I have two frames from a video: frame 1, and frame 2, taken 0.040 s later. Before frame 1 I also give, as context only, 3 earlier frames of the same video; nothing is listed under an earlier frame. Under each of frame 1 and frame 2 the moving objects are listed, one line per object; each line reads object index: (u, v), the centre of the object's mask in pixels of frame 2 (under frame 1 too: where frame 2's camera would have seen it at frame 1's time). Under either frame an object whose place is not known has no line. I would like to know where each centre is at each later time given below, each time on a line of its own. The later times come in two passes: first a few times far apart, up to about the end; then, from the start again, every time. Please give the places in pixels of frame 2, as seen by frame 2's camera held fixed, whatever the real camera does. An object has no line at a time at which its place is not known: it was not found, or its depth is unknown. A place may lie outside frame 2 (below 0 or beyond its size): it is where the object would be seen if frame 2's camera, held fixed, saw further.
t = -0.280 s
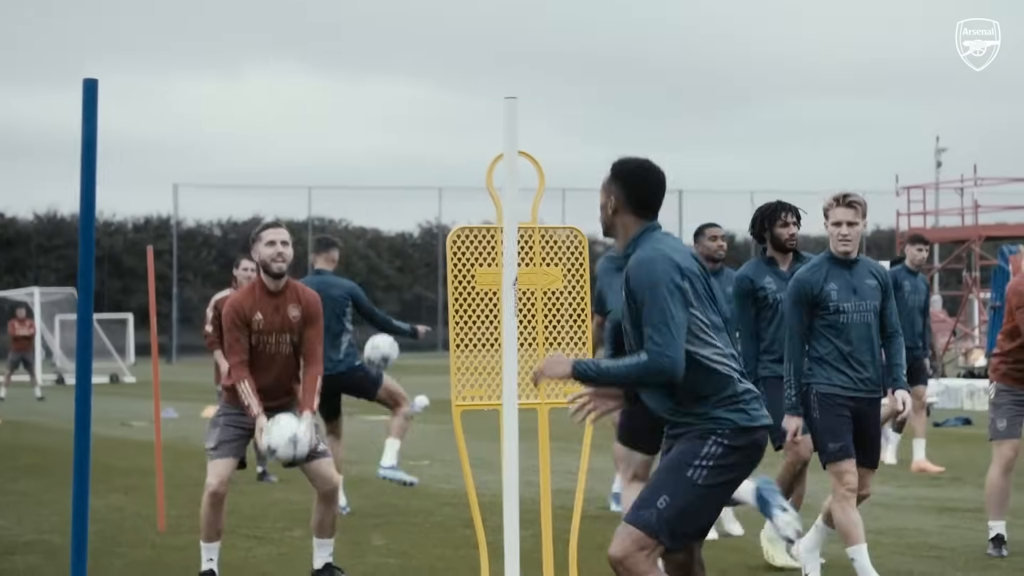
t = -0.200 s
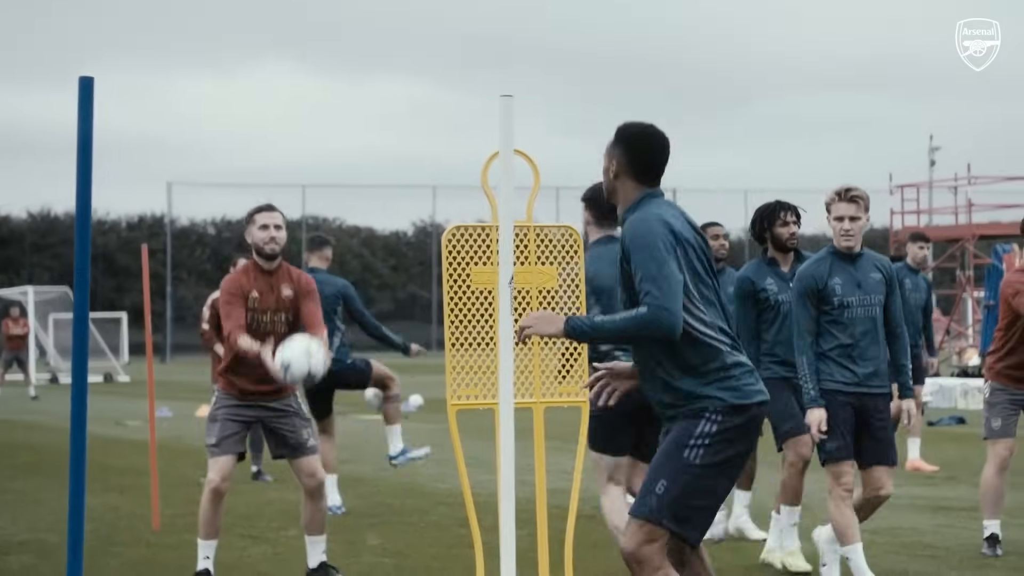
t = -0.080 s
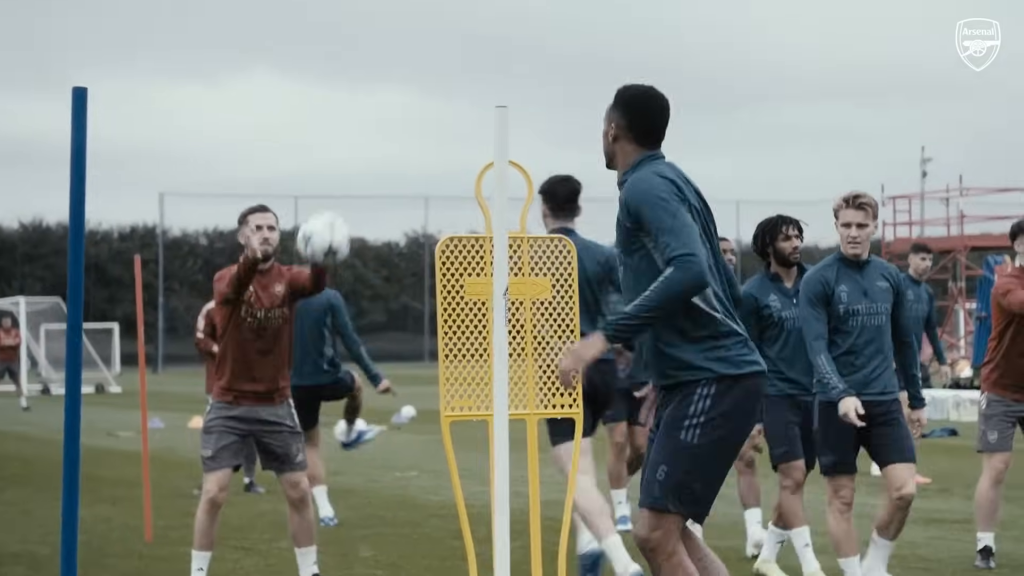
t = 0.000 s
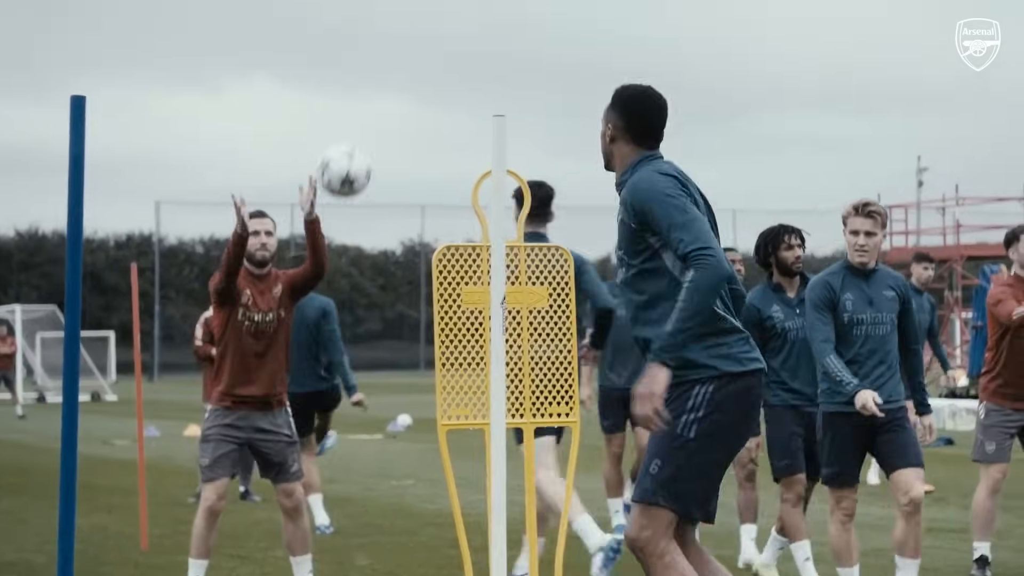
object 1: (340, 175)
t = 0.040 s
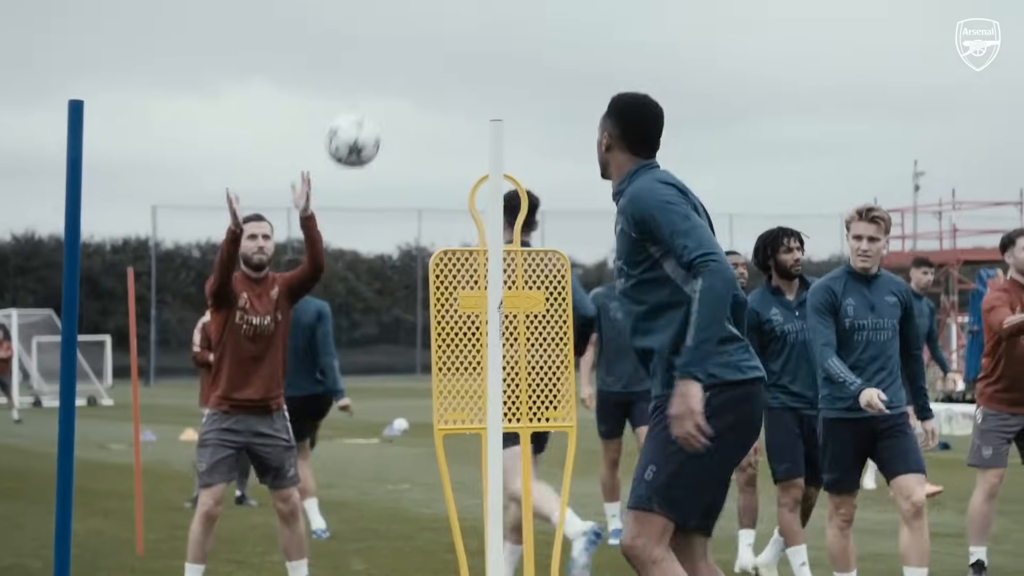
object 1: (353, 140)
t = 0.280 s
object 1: (431, -4)
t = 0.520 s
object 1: (527, -8)
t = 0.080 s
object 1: (365, 108)
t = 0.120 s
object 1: (378, 79)
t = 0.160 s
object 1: (390, 53)
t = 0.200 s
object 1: (404, 31)
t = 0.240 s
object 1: (417, 11)
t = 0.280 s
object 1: (431, -4)
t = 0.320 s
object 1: (447, -12)
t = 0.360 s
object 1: (461, -19)
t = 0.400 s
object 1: (477, -21)
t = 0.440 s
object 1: (493, -21)
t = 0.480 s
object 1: (510, -19)
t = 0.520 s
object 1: (527, -8)
